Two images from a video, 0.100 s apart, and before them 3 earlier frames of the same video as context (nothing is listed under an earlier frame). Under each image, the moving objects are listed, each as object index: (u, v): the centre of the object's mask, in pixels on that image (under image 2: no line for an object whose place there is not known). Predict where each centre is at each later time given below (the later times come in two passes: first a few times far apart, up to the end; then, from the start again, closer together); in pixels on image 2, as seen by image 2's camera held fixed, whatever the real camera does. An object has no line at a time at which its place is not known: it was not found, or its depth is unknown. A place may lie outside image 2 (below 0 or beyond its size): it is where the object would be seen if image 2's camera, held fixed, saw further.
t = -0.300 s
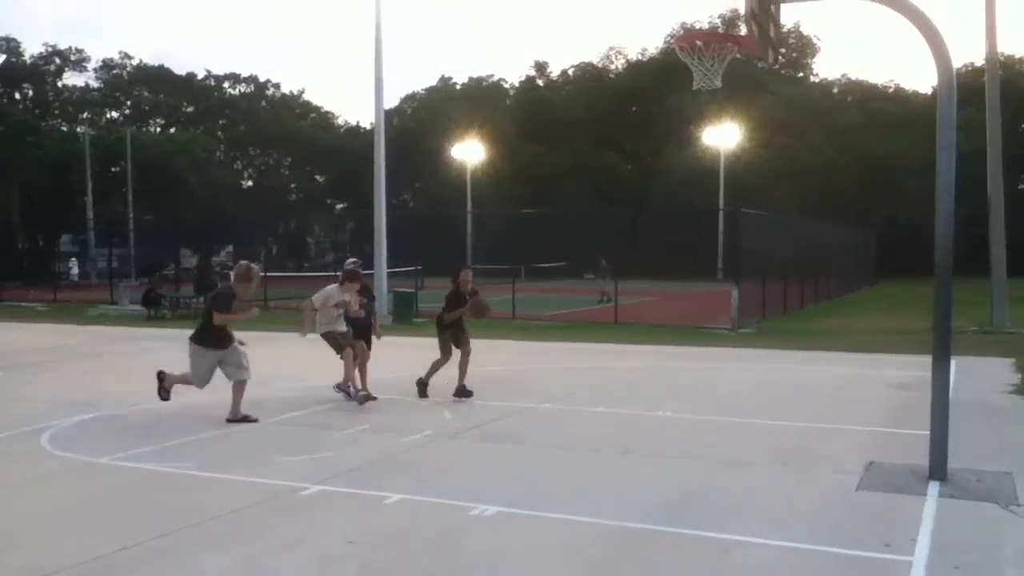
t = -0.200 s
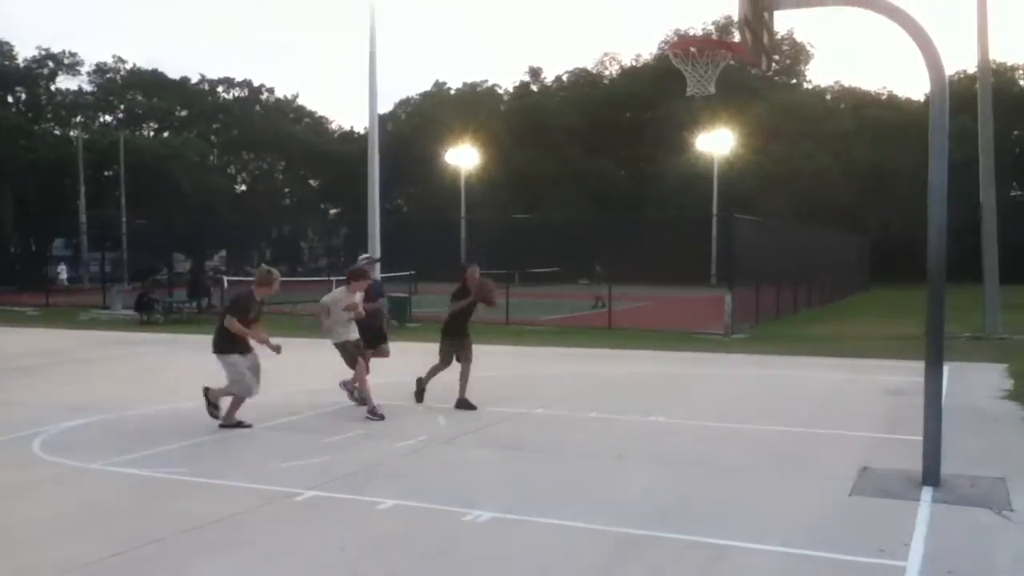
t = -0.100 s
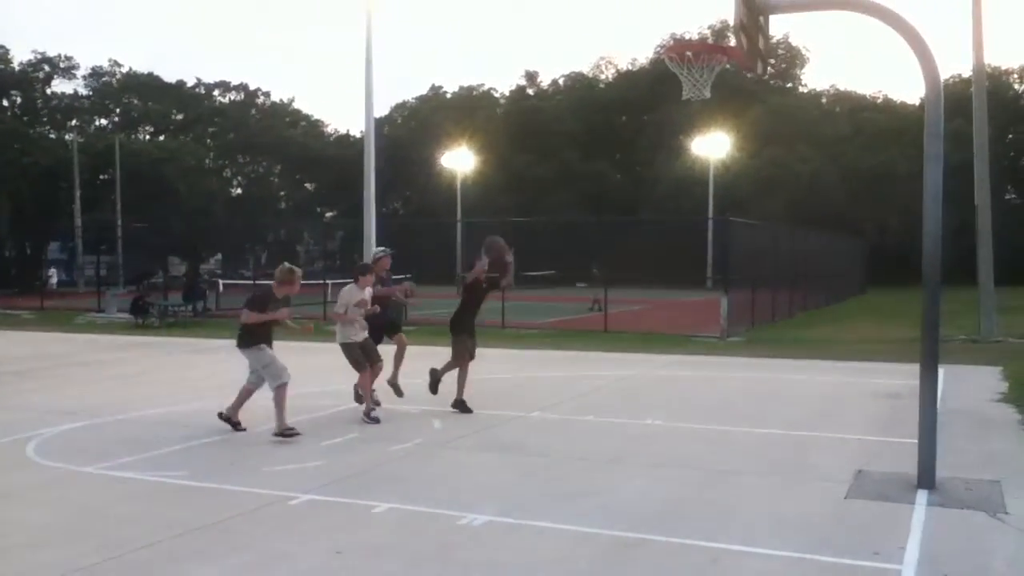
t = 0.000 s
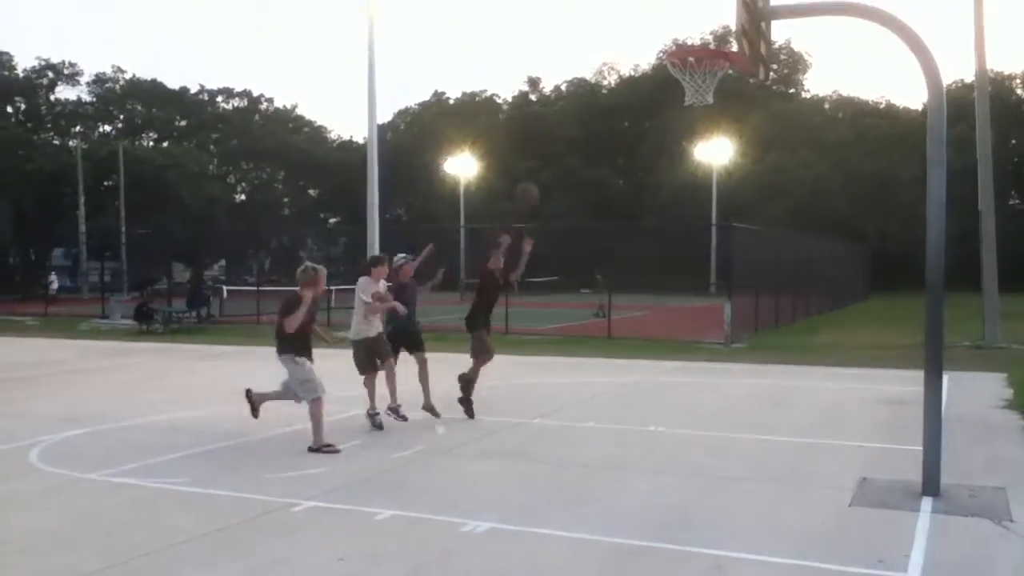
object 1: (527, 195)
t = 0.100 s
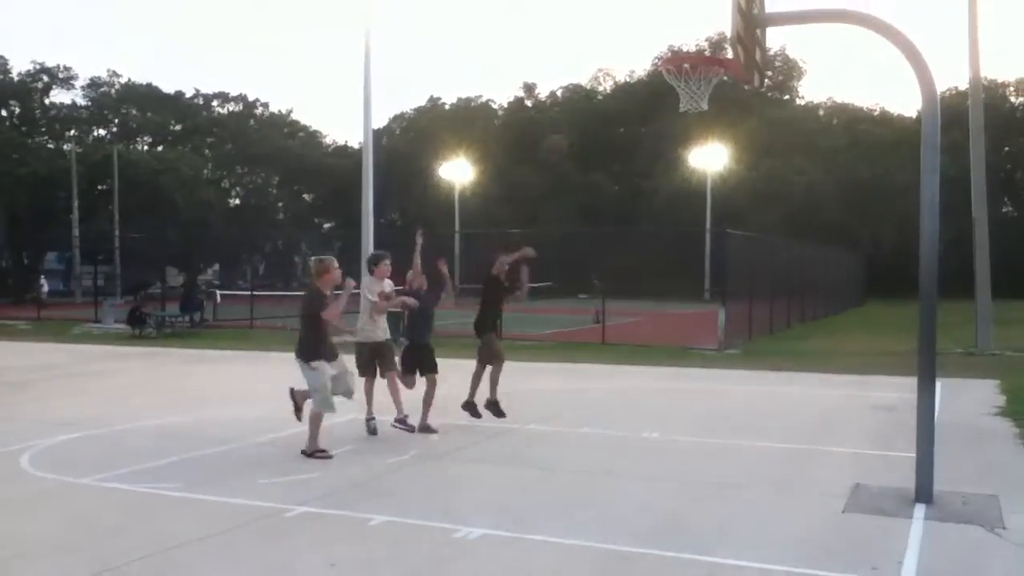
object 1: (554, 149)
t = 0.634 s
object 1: (694, 1)
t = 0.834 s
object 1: (598, 58)
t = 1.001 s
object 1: (519, 142)
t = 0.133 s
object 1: (564, 135)
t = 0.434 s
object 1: (689, 15)
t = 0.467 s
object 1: (704, 7)
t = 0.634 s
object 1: (694, 1)
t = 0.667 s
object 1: (676, 6)
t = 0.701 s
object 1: (663, 13)
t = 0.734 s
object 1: (648, 23)
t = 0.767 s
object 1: (631, 33)
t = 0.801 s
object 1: (615, 44)
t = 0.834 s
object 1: (598, 58)
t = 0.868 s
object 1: (583, 74)
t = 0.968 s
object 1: (533, 123)
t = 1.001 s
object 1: (519, 142)
